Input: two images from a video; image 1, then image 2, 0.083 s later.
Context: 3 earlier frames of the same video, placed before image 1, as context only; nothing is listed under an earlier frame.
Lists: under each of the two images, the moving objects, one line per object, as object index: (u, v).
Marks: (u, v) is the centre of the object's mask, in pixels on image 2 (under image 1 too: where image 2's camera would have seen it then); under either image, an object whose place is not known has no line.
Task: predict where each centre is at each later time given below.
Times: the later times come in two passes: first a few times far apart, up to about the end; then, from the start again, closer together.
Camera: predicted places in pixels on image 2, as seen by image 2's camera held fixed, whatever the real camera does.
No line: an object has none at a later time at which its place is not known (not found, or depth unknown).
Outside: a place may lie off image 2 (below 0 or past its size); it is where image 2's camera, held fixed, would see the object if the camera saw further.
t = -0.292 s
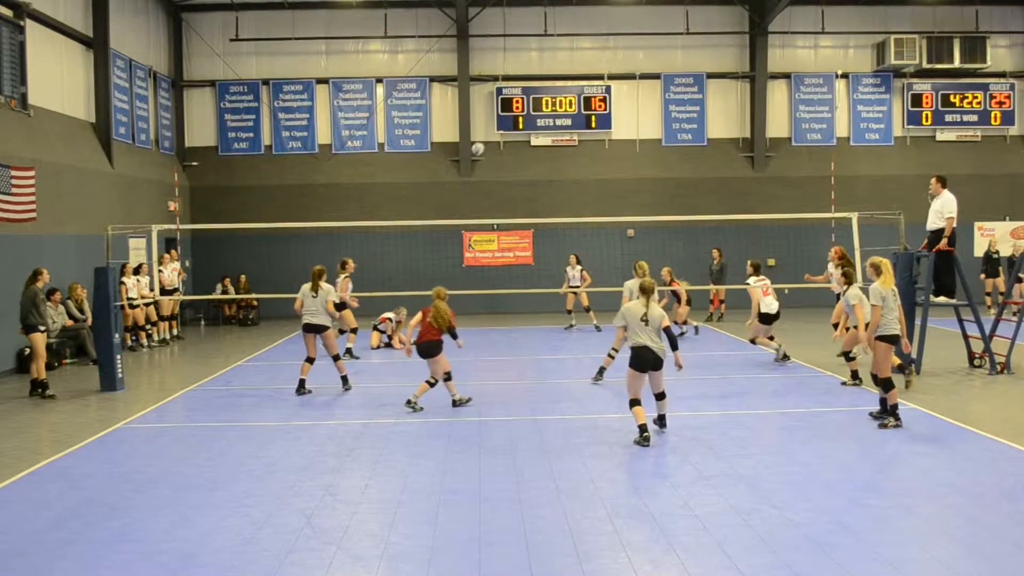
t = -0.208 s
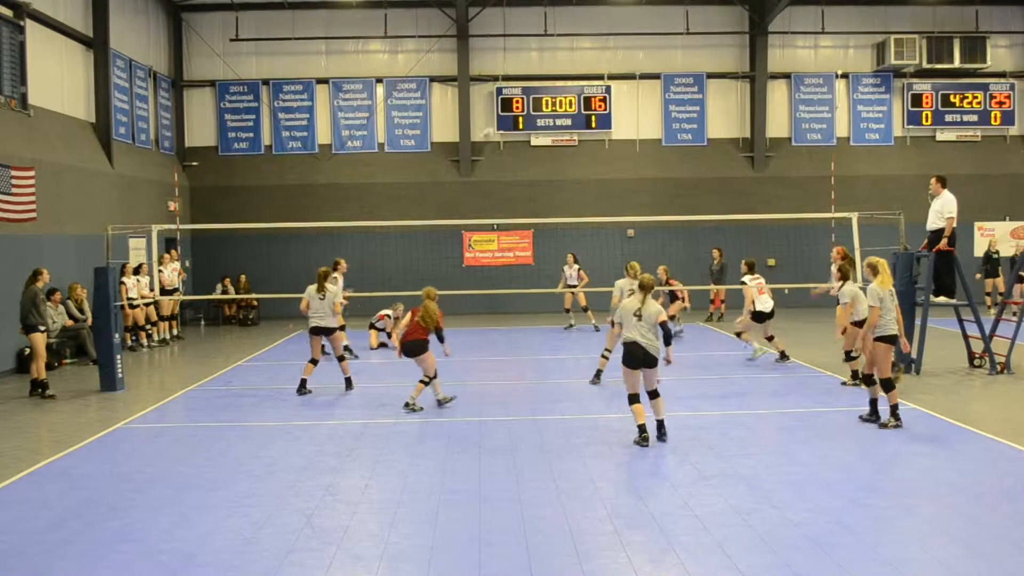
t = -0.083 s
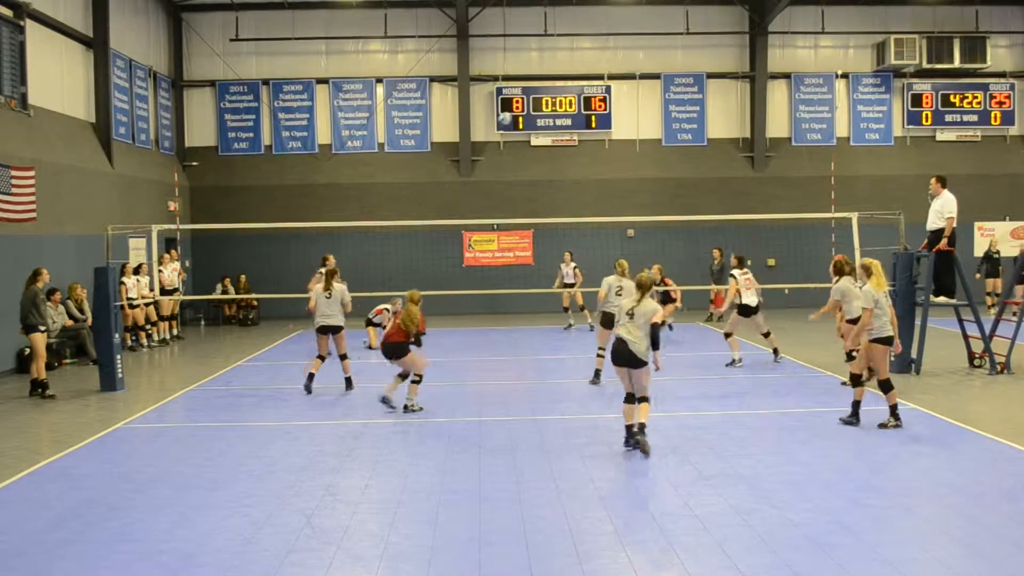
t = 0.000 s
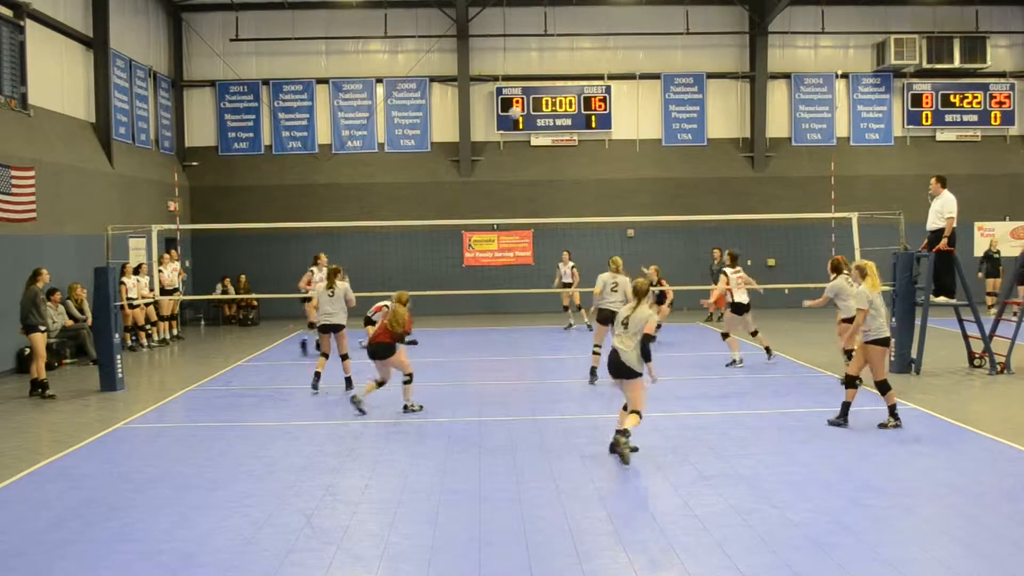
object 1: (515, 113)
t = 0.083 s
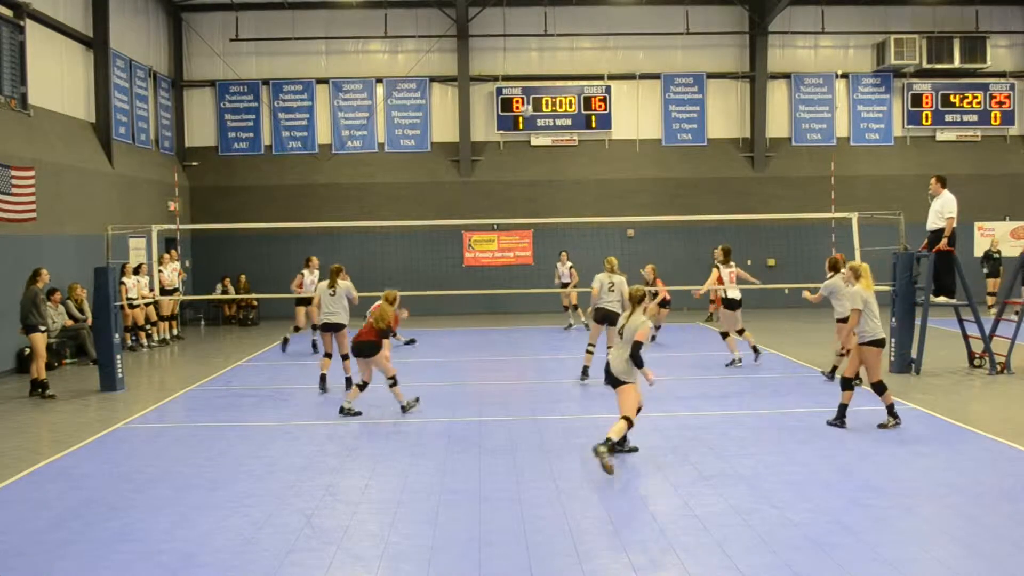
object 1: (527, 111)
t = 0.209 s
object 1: (542, 115)
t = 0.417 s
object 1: (574, 141)
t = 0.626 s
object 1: (602, 193)
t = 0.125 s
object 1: (532, 111)
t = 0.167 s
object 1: (537, 112)
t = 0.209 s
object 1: (542, 115)
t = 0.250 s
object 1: (549, 117)
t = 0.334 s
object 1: (560, 128)
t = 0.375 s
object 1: (566, 133)
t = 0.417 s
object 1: (574, 141)
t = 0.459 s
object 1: (578, 150)
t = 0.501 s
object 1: (584, 159)
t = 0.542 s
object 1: (590, 169)
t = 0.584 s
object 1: (596, 180)
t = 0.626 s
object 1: (602, 193)
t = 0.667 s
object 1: (608, 205)
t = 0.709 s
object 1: (614, 219)
